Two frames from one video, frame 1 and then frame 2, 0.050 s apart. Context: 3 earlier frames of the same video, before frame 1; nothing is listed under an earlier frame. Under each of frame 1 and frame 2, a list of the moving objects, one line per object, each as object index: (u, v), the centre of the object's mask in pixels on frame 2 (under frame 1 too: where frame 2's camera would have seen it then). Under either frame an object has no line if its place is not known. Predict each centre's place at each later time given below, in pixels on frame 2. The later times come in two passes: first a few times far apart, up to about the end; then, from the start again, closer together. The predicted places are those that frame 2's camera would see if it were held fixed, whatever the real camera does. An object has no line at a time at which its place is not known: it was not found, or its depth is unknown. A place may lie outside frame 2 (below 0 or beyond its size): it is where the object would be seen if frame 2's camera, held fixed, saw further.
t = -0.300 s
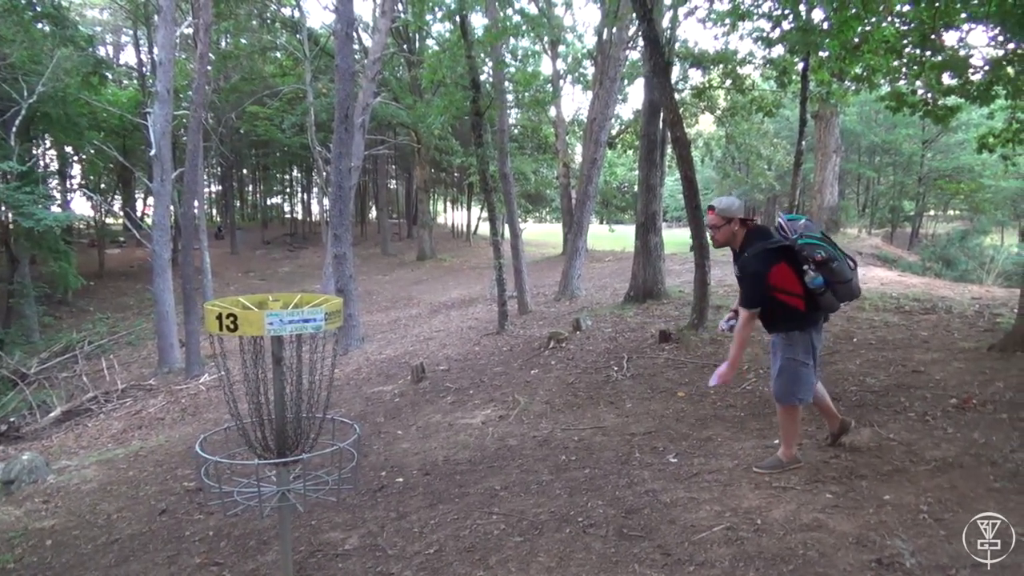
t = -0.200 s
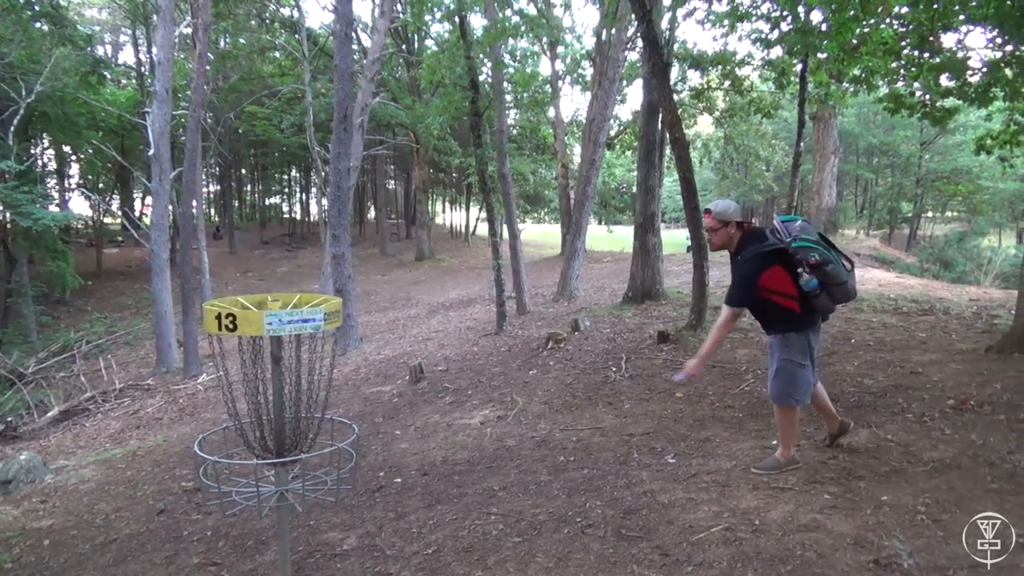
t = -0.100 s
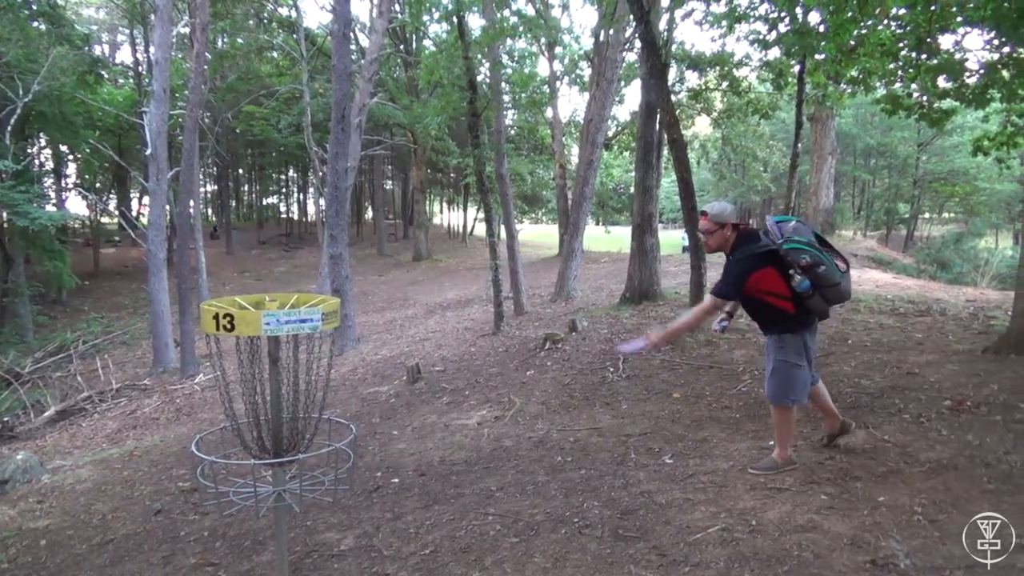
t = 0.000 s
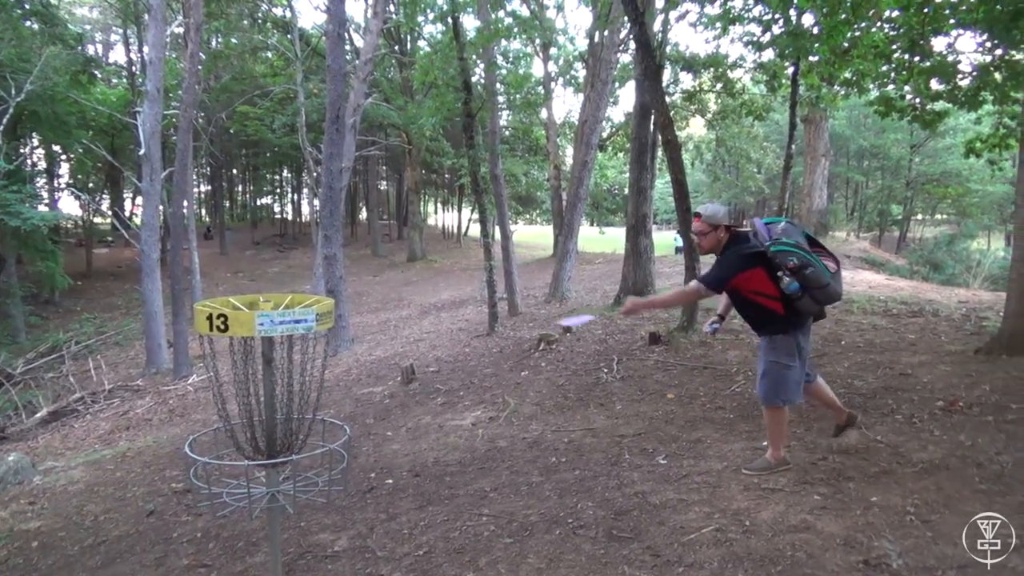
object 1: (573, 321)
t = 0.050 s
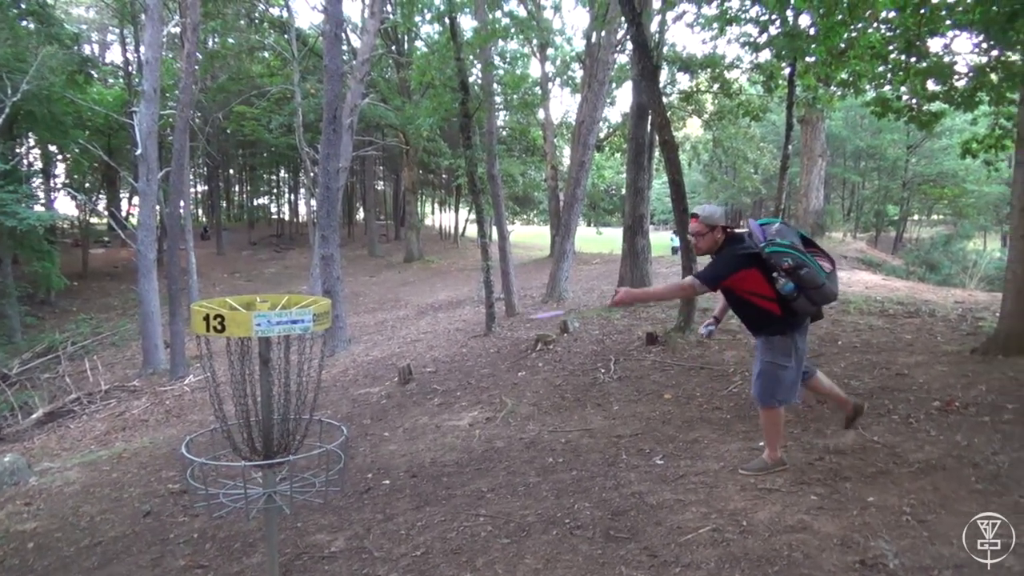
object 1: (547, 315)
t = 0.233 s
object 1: (432, 336)
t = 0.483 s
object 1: (301, 437)
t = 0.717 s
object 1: (311, 467)
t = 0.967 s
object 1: (310, 475)
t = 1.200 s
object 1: (311, 476)
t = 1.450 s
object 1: (311, 476)
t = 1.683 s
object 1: (310, 476)
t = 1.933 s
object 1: (310, 476)
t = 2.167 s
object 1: (311, 476)
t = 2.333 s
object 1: (311, 476)
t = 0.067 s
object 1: (537, 314)
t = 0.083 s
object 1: (529, 313)
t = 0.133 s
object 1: (497, 315)
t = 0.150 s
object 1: (487, 316)
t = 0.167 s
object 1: (473, 321)
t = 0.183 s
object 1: (464, 323)
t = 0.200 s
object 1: (453, 327)
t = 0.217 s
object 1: (443, 331)
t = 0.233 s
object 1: (432, 336)
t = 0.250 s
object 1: (420, 341)
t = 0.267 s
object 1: (408, 347)
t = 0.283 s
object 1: (398, 354)
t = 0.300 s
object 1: (385, 361)
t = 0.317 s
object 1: (375, 368)
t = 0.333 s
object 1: (366, 376)
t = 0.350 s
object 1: (353, 386)
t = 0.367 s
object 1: (346, 386)
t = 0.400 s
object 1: (319, 411)
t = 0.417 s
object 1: (312, 418)
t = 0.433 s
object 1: (307, 425)
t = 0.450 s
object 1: (304, 430)
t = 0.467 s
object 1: (302, 434)
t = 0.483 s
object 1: (301, 437)
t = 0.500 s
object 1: (300, 444)
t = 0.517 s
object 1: (298, 452)
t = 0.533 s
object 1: (296, 459)
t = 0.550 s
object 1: (296, 465)
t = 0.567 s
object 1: (298, 467)
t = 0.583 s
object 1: (301, 468)
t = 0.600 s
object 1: (303, 467)
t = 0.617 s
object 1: (304, 466)
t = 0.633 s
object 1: (305, 465)
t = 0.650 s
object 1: (308, 465)
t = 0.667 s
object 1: (309, 465)
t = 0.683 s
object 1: (310, 466)
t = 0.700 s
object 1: (311, 466)
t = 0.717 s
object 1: (311, 467)
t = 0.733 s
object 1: (312, 466)
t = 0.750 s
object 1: (312, 466)
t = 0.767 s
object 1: (310, 466)
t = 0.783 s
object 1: (311, 467)
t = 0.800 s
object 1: (310, 471)
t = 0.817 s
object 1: (310, 472)
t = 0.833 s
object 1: (310, 474)
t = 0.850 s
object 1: (310, 475)
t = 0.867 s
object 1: (311, 475)
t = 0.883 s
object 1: (310, 474)
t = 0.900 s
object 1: (310, 474)
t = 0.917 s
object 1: (311, 474)
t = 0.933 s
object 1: (310, 474)
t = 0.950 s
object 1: (310, 474)
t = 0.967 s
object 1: (310, 475)
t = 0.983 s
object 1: (309, 476)
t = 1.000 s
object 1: (310, 476)
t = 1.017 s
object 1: (311, 476)
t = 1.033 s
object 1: (311, 476)
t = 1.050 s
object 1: (311, 476)
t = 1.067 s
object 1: (311, 476)
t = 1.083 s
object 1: (311, 476)
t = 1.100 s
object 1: (310, 476)
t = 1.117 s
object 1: (310, 476)
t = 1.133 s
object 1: (310, 476)
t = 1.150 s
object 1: (310, 476)
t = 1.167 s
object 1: (311, 476)
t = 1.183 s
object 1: (311, 476)
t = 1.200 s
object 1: (311, 476)
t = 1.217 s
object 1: (311, 476)
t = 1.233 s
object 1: (311, 476)
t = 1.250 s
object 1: (311, 476)
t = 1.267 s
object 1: (311, 476)
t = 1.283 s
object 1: (311, 476)
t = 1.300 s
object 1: (311, 476)
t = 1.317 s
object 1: (311, 476)
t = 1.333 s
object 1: (311, 476)
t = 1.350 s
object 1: (311, 476)
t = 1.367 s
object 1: (311, 476)
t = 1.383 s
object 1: (311, 476)
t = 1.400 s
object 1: (311, 476)
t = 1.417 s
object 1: (311, 476)
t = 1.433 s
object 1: (311, 476)
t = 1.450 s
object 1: (311, 476)
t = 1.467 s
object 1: (311, 476)
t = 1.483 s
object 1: (311, 476)
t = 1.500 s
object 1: (311, 476)
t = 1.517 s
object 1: (311, 476)
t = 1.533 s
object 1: (310, 476)
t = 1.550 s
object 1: (311, 476)
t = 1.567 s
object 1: (311, 476)
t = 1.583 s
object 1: (310, 476)
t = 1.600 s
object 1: (310, 476)
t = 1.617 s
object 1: (310, 476)
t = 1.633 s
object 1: (310, 476)
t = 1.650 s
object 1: (310, 476)
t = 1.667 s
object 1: (310, 476)
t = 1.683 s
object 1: (310, 476)
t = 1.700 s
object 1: (310, 476)
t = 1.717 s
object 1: (310, 476)
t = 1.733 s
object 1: (310, 476)
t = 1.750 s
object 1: (310, 476)
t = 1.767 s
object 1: (310, 476)
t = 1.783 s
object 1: (310, 476)
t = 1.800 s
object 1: (310, 476)
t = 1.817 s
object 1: (310, 476)
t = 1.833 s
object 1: (310, 476)
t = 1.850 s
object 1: (310, 476)
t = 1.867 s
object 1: (310, 476)
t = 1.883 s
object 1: (310, 476)
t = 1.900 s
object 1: (310, 476)
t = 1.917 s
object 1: (310, 476)
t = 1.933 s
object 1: (310, 476)
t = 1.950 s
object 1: (310, 476)
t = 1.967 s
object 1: (310, 476)
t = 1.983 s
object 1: (310, 476)
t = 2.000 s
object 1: (310, 476)
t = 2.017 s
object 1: (311, 476)
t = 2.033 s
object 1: (311, 476)
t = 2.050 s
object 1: (311, 476)
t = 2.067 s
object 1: (311, 476)
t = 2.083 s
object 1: (311, 476)
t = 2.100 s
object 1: (311, 476)
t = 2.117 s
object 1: (311, 476)
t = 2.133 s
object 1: (311, 476)
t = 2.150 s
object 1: (311, 476)
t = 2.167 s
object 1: (311, 476)
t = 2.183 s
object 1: (311, 476)
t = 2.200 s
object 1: (311, 476)
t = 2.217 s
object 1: (311, 476)
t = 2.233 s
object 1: (311, 477)
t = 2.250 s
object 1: (311, 476)
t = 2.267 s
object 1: (311, 476)
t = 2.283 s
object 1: (311, 476)
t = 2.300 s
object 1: (311, 476)
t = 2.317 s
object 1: (311, 476)
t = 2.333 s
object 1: (311, 476)
